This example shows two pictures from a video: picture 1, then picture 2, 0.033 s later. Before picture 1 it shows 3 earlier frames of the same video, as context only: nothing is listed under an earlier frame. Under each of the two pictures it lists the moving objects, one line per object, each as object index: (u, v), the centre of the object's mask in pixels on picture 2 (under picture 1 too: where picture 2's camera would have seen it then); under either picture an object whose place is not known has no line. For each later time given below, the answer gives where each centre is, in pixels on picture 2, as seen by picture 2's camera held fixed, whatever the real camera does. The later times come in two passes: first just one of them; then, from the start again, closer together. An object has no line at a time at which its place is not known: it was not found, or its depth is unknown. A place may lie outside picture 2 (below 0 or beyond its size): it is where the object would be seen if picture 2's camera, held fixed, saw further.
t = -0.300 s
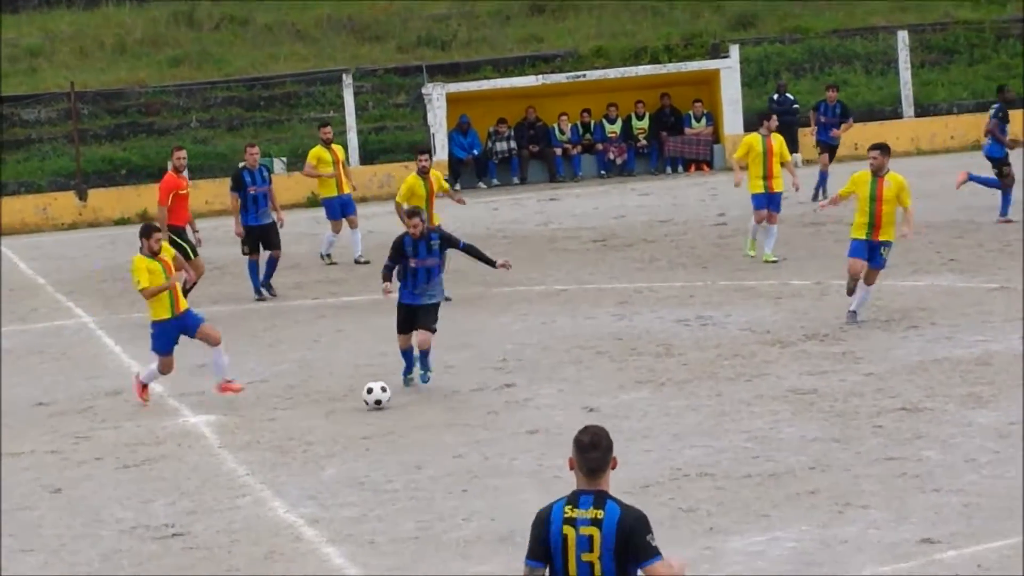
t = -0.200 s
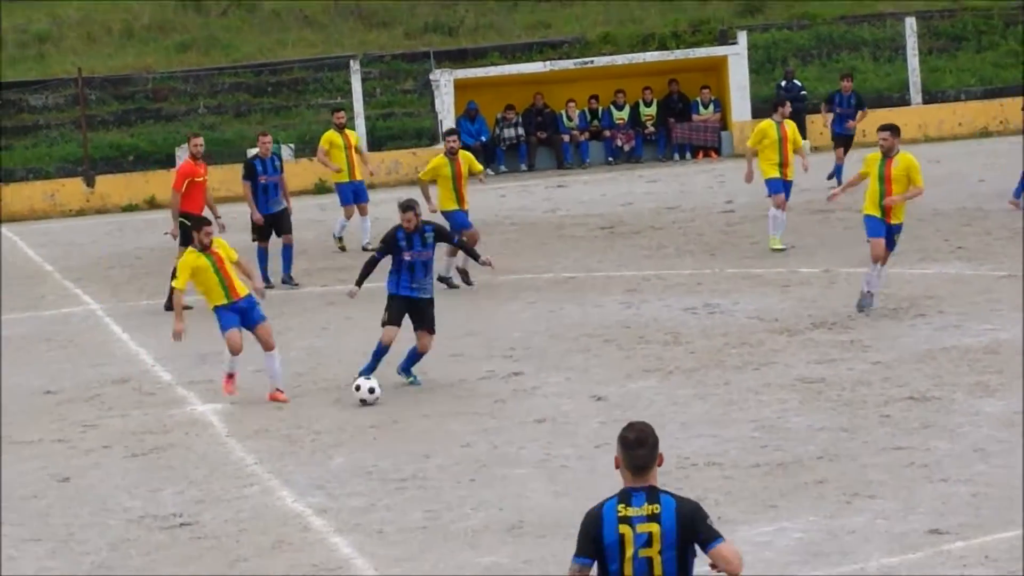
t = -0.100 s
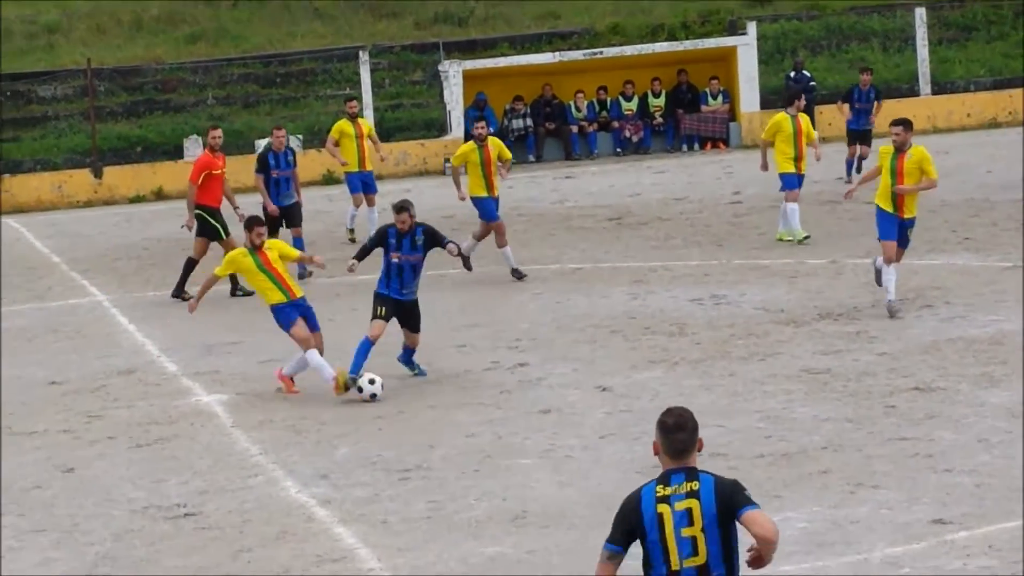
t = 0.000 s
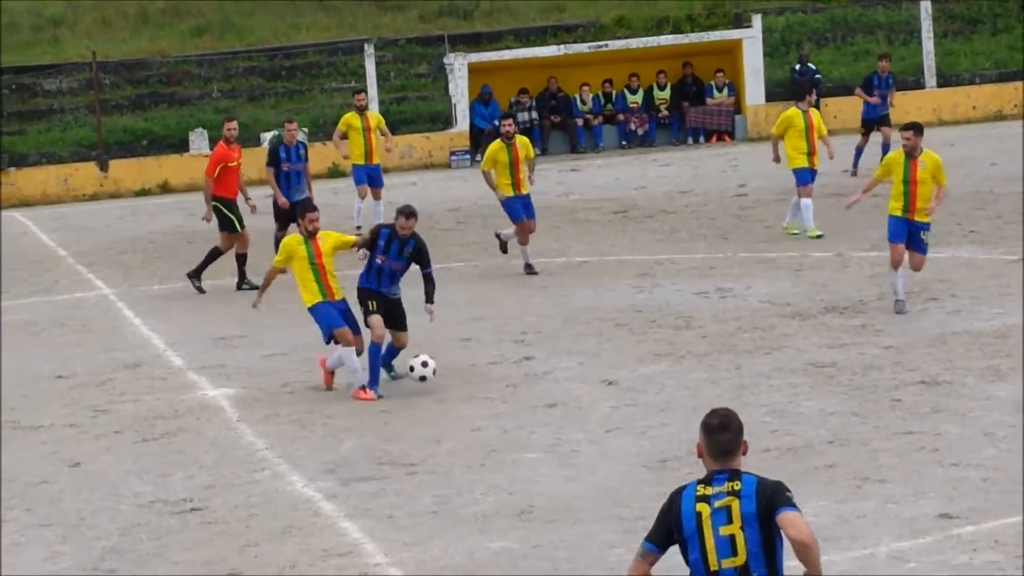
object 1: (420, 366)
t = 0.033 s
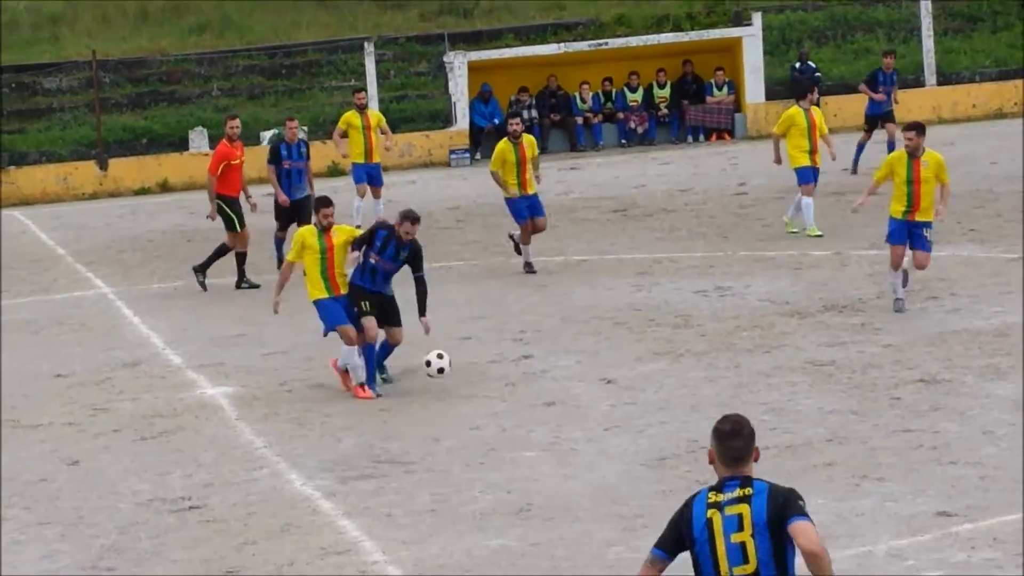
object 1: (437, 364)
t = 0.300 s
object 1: (558, 371)
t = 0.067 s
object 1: (452, 362)
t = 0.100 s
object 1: (468, 362)
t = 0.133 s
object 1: (484, 363)
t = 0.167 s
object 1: (499, 366)
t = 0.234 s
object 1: (532, 376)
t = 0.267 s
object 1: (544, 374)
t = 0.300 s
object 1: (558, 371)
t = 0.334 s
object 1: (570, 369)
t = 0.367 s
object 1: (583, 368)
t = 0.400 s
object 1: (597, 370)
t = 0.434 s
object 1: (610, 372)
